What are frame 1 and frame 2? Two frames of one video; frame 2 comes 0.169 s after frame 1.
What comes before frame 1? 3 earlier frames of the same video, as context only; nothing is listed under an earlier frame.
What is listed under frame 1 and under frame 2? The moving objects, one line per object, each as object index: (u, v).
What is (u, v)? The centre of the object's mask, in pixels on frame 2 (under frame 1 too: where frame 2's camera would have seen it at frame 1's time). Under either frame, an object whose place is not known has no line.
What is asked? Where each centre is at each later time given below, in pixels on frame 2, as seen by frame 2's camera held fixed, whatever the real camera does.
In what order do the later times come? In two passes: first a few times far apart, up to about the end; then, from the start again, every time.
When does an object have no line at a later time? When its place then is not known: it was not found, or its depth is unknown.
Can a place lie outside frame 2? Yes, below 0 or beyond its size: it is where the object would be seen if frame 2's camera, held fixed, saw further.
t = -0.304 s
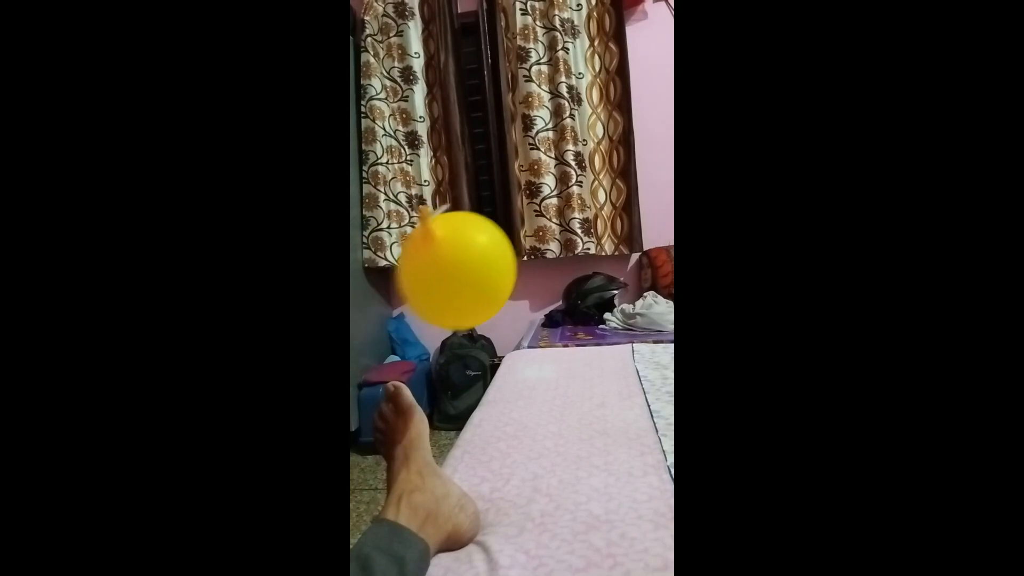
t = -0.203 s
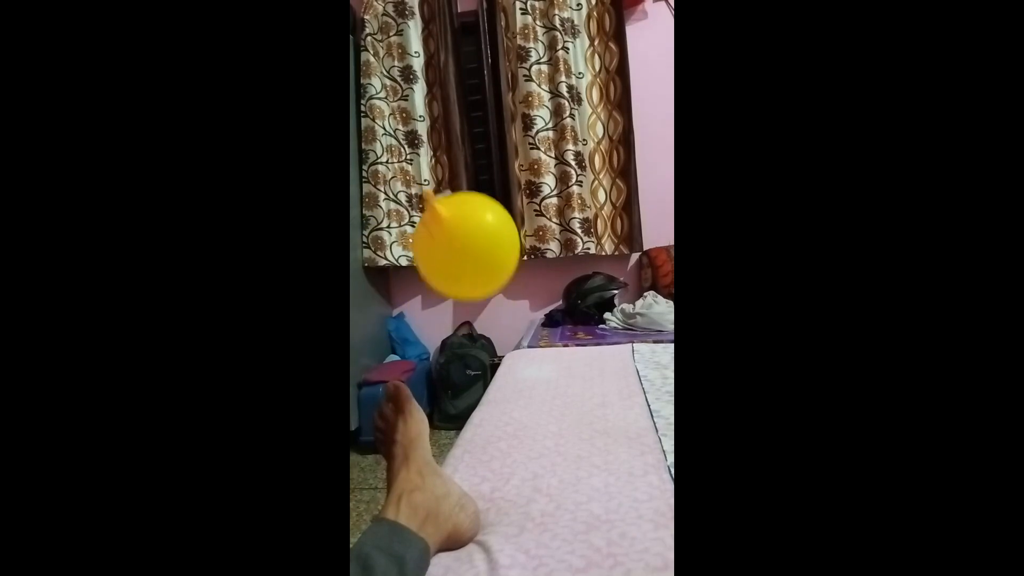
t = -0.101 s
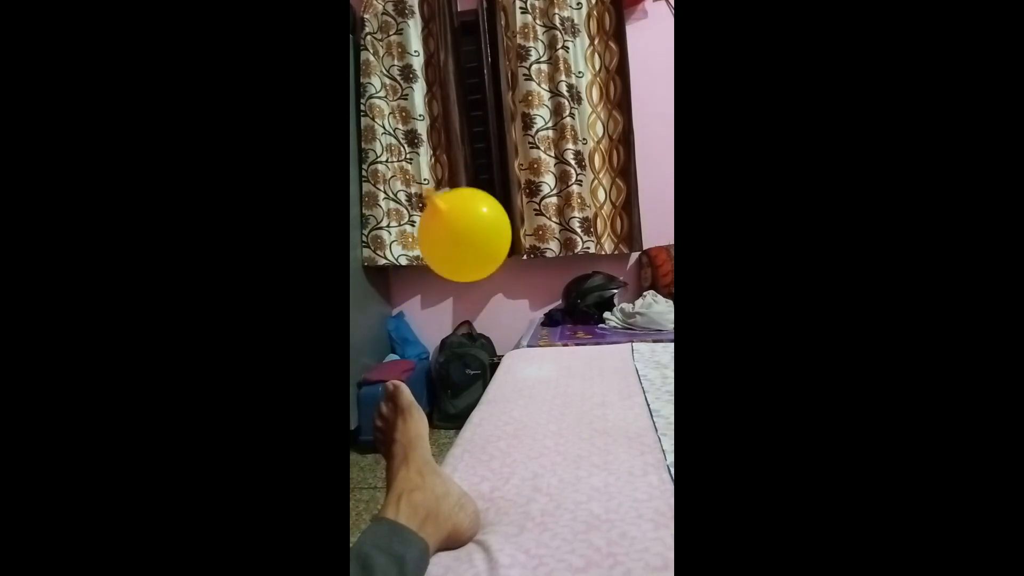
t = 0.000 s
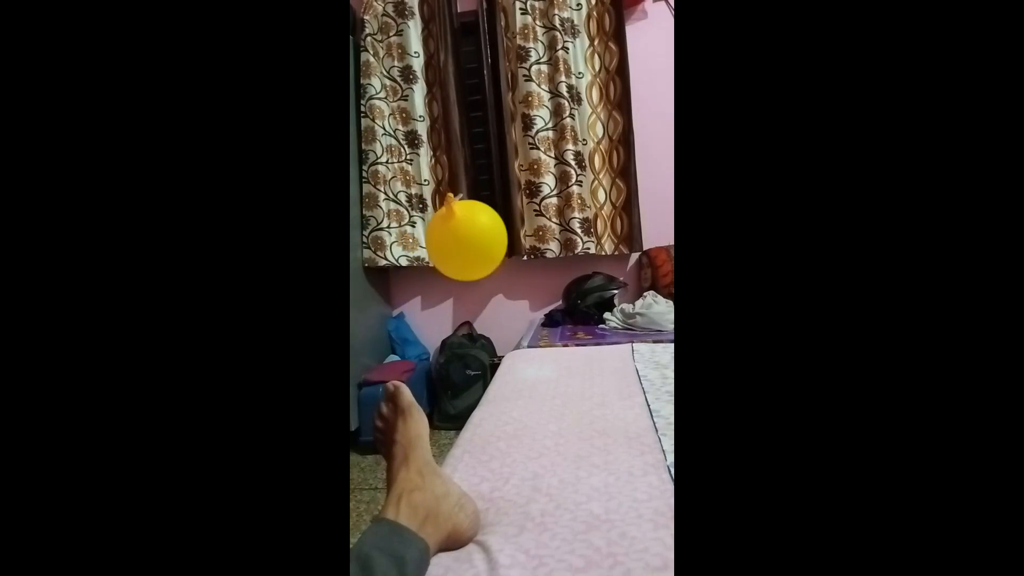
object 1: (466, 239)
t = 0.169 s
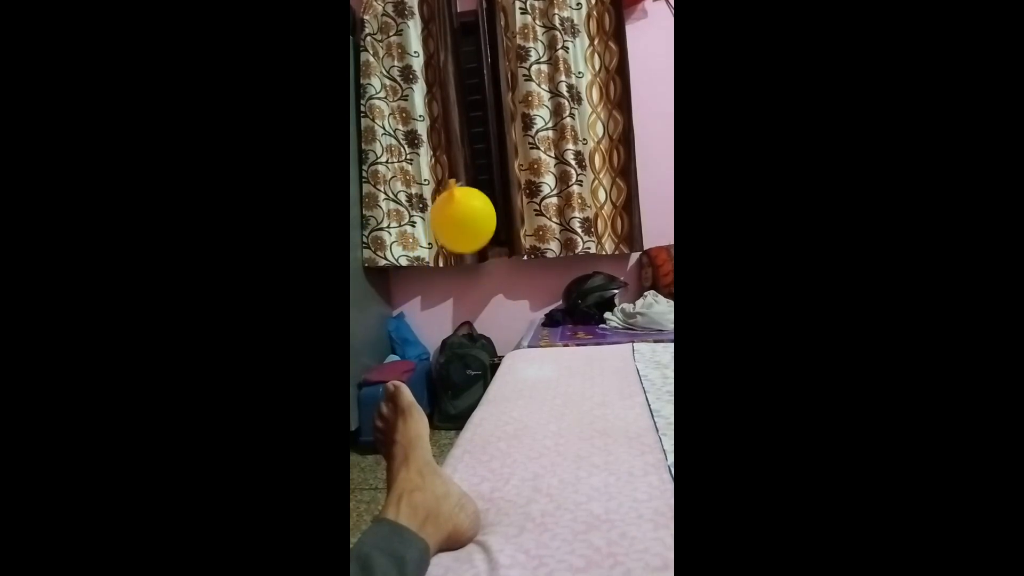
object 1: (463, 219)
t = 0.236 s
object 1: (466, 215)
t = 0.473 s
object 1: (483, 197)
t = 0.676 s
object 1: (487, 188)
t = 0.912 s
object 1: (471, 187)
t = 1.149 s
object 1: (471, 177)
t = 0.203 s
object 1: (464, 217)
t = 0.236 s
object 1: (466, 215)
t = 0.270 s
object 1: (469, 215)
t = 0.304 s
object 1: (473, 215)
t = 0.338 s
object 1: (476, 213)
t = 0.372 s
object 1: (479, 210)
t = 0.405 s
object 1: (481, 206)
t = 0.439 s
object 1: (483, 202)
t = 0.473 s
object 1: (483, 197)
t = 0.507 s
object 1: (484, 193)
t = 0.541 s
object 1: (483, 190)
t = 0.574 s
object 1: (484, 188)
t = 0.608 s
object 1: (485, 187)
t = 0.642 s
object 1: (486, 187)
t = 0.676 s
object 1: (487, 188)
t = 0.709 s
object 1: (487, 190)
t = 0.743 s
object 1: (486, 190)
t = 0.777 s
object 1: (484, 191)
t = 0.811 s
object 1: (481, 190)
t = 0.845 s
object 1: (477, 190)
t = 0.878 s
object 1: (474, 189)
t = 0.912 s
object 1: (471, 187)
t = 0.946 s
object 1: (468, 185)
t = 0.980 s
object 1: (466, 183)
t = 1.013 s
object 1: (465, 180)
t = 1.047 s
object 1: (465, 179)
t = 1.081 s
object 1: (466, 177)
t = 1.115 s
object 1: (468, 177)
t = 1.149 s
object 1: (471, 177)
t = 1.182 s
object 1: (474, 178)
